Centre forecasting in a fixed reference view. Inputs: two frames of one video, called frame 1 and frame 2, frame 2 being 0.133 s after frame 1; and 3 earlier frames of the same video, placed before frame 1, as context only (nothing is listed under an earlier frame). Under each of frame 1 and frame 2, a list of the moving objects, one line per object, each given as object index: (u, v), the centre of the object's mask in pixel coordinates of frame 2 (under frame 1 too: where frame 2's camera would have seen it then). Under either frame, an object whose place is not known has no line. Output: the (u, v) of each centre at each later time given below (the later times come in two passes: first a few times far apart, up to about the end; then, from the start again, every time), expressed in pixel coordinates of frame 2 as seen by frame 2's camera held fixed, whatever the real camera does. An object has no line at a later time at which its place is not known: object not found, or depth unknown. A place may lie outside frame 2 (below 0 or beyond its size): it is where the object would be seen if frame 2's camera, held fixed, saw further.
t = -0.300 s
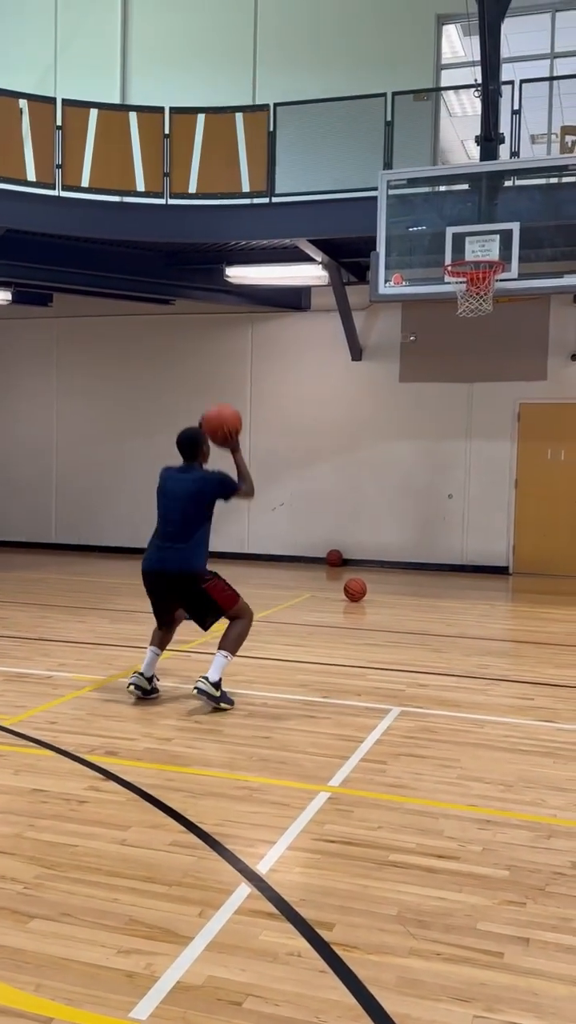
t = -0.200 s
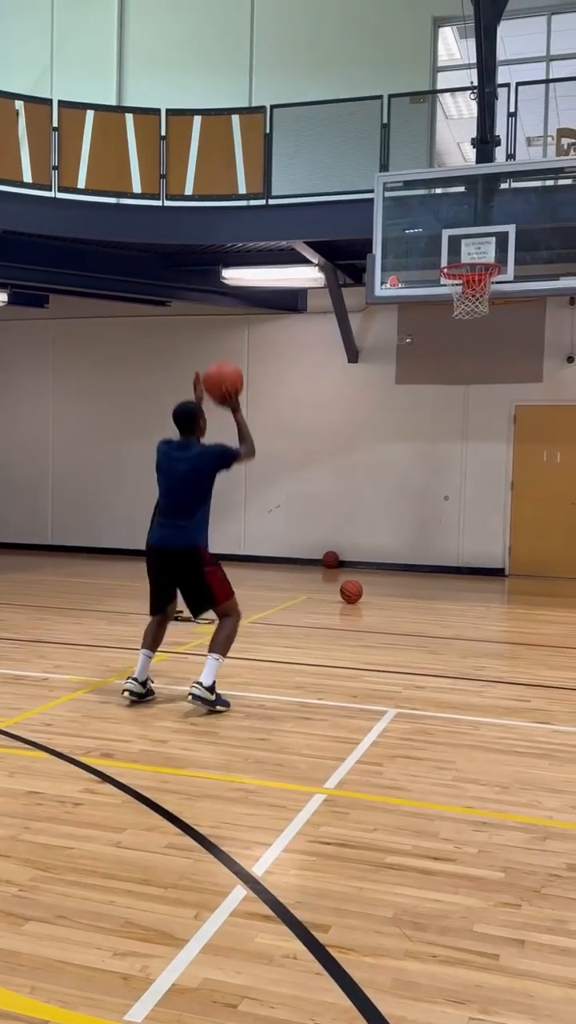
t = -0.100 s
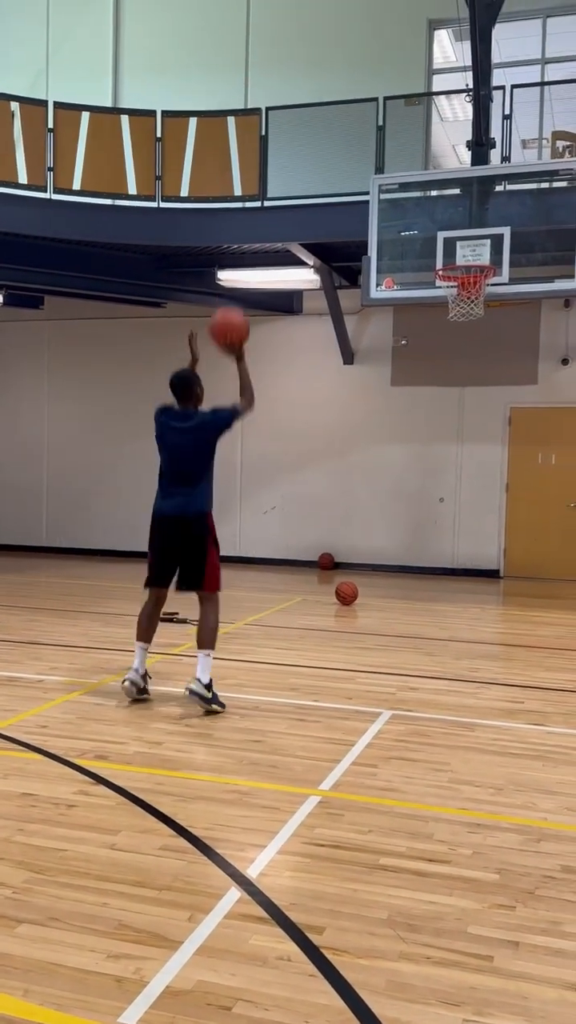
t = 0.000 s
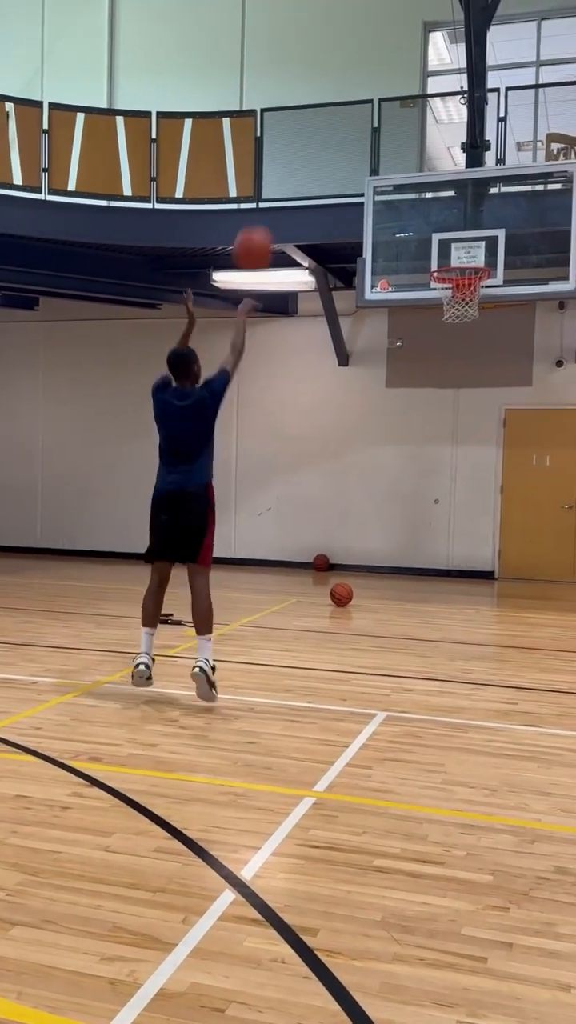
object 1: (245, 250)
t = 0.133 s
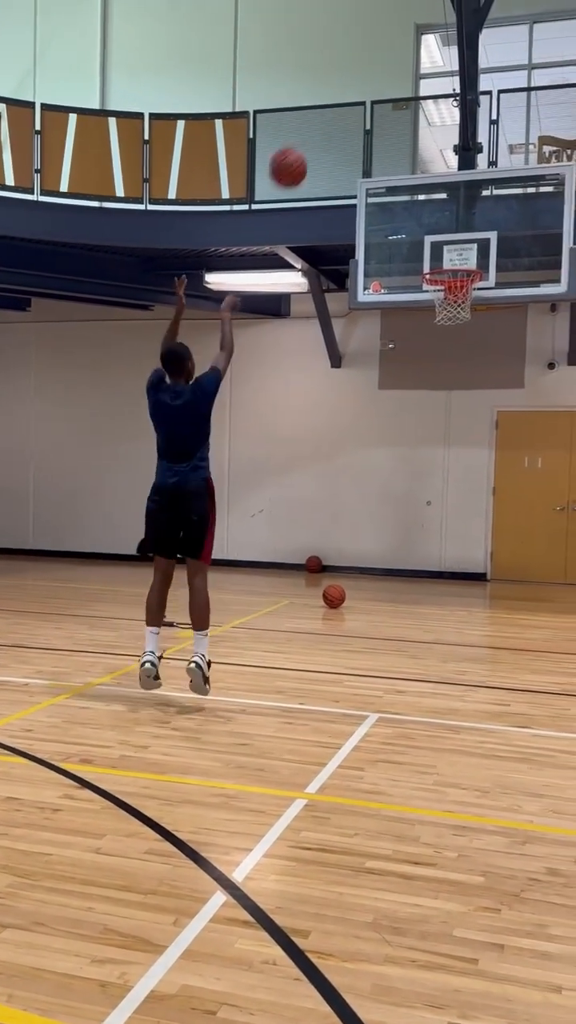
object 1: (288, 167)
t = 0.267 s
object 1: (326, 121)
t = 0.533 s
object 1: (389, 114)
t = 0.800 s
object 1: (439, 199)
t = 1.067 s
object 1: (462, 309)
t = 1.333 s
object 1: (449, 386)
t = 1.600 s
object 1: (433, 534)
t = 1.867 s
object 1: (411, 534)
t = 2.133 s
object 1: (381, 446)
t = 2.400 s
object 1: (347, 437)
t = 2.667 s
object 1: (311, 510)
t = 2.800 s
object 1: (291, 577)
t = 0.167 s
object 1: (298, 153)
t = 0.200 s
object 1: (308, 140)
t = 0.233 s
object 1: (317, 129)
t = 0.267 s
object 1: (326, 121)
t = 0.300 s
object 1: (335, 114)
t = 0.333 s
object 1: (343, 109)
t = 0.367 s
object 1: (351, 106)
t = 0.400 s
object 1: (360, 104)
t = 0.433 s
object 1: (367, 105)
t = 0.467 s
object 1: (375, 107)
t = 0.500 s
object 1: (382, 109)
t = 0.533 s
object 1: (389, 114)
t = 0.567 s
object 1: (397, 120)
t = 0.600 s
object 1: (403, 128)
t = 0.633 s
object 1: (410, 137)
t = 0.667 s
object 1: (416, 148)
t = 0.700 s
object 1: (422, 158)
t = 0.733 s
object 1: (427, 171)
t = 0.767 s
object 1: (434, 184)
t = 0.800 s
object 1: (439, 199)
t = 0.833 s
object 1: (444, 215)
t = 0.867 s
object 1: (449, 231)
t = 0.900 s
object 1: (454, 249)
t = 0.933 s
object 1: (457, 265)
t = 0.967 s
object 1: (459, 284)
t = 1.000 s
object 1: (462, 304)
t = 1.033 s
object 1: (463, 309)
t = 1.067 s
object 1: (462, 309)
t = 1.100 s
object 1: (461, 311)
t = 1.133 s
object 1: (460, 321)
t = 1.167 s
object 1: (458, 330)
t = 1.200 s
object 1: (457, 338)
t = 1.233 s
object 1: (454, 349)
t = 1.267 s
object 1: (453, 360)
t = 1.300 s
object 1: (450, 372)
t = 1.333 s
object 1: (449, 386)
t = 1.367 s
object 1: (447, 401)
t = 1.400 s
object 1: (445, 416)
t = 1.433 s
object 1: (443, 433)
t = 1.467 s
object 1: (441, 451)
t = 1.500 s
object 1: (440, 470)
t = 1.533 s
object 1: (438, 490)
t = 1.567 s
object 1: (436, 512)
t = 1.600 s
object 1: (433, 534)
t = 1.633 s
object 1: (432, 558)
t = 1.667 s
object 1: (430, 583)
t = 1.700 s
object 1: (429, 609)
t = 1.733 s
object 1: (426, 607)
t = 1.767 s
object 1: (422, 586)
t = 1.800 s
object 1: (419, 567)
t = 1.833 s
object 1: (415, 550)
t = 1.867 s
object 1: (411, 534)
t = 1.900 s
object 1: (407, 519)
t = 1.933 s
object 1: (404, 505)
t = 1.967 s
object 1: (400, 492)
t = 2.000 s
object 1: (396, 480)
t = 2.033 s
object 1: (393, 470)
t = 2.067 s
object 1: (389, 461)
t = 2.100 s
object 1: (385, 453)
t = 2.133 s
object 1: (381, 446)
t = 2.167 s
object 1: (377, 441)
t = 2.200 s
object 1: (373, 436)
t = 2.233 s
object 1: (368, 433)
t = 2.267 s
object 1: (364, 431)
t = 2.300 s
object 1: (360, 431)
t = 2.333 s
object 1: (356, 432)
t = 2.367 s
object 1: (351, 434)
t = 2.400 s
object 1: (347, 437)
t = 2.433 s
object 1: (343, 442)
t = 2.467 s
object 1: (338, 447)
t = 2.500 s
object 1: (334, 455)
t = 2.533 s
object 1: (329, 463)
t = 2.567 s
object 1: (324, 473)
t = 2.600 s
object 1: (320, 484)
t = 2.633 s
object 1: (316, 496)
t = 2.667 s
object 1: (311, 510)
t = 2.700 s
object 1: (306, 525)
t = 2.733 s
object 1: (301, 540)
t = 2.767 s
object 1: (297, 559)
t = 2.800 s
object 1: (291, 577)
